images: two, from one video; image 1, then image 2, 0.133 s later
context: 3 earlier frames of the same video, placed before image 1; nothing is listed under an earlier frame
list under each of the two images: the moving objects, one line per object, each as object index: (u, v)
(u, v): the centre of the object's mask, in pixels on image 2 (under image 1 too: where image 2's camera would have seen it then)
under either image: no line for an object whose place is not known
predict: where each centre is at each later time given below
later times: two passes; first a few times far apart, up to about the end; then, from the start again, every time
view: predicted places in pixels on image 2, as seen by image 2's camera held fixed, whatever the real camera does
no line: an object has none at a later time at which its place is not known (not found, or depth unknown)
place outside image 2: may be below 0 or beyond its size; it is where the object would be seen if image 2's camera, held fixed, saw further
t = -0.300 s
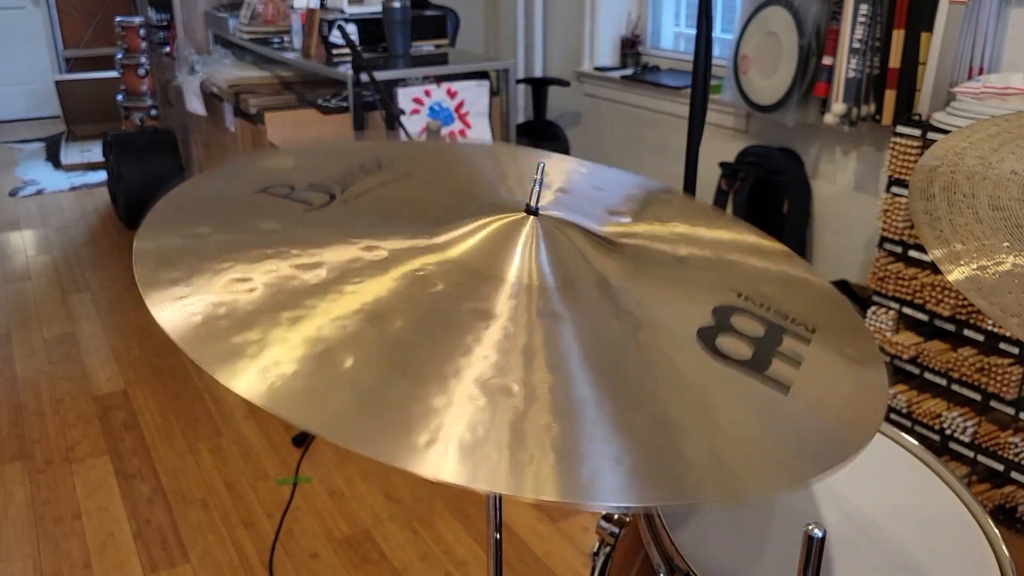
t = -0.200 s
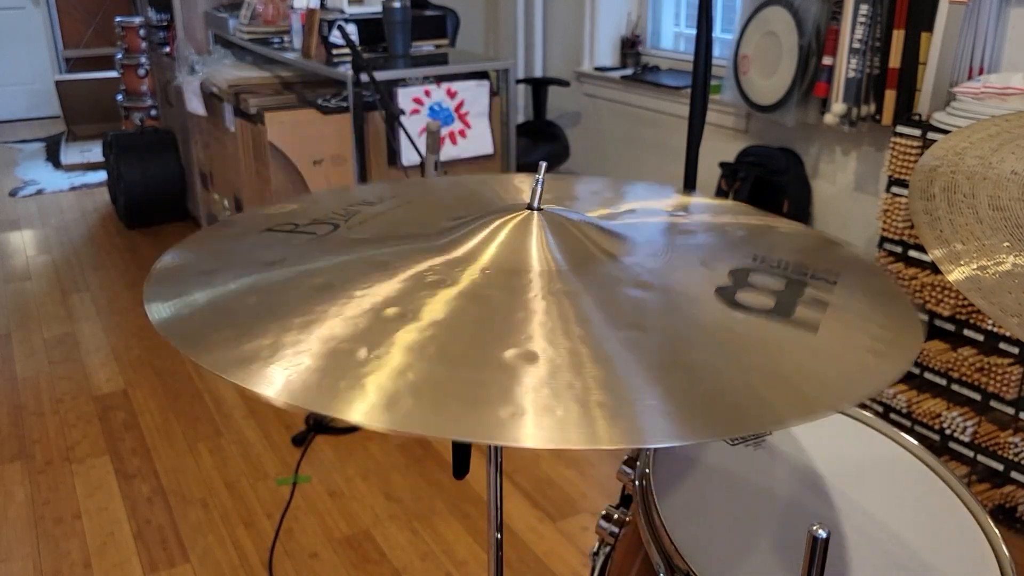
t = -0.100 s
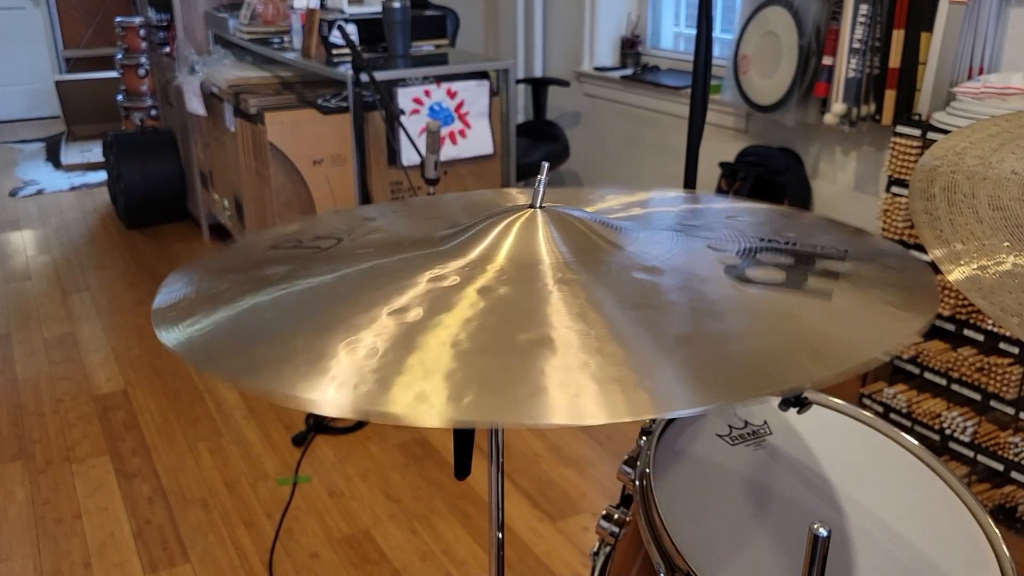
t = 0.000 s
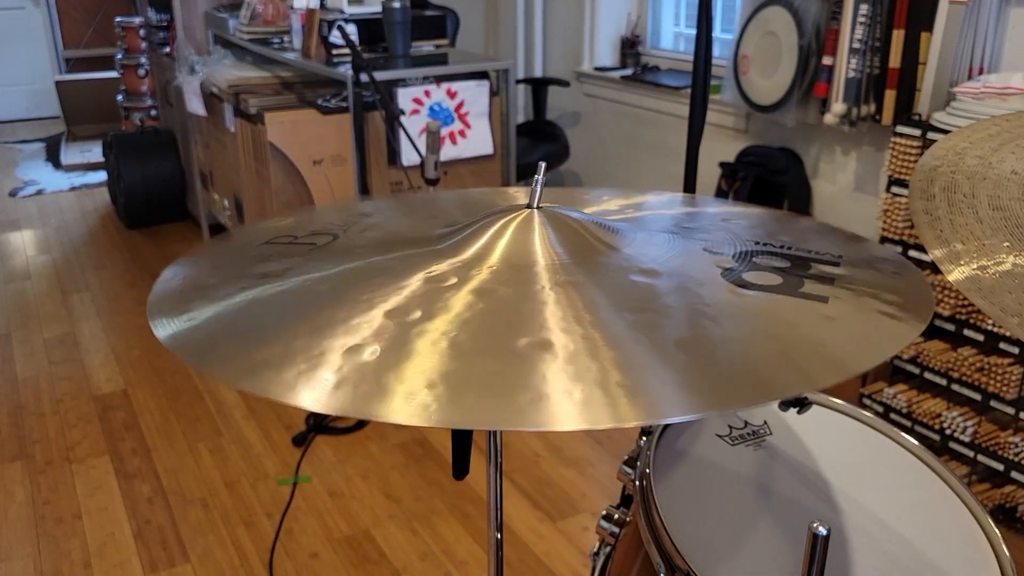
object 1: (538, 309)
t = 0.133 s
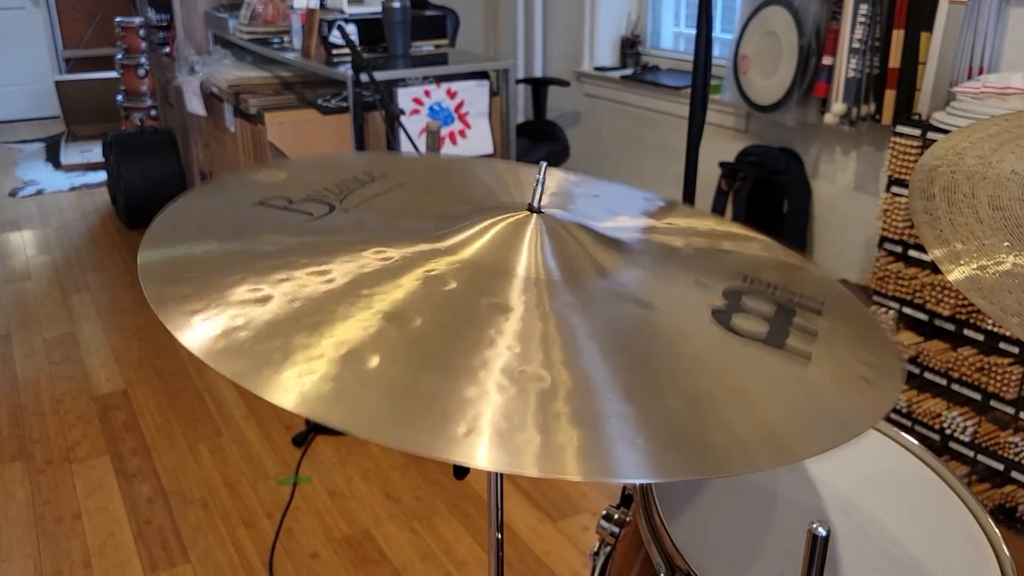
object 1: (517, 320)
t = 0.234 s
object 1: (517, 347)
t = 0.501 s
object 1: (529, 337)
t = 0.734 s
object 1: (531, 316)
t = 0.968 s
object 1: (517, 340)
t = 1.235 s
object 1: (530, 331)
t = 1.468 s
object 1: (524, 337)
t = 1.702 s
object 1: (526, 338)
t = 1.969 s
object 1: (524, 340)
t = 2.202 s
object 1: (524, 336)
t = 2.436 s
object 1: (524, 338)
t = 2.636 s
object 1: (525, 338)
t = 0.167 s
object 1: (514, 326)
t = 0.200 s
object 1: (522, 345)
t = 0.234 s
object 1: (517, 347)
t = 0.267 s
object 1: (502, 328)
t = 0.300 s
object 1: (501, 329)
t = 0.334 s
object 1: (502, 328)
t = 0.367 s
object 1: (506, 331)
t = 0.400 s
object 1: (510, 333)
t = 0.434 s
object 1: (515, 335)
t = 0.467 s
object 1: (523, 338)
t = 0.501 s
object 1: (529, 337)
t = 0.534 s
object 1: (533, 333)
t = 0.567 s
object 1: (535, 328)
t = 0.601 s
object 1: (535, 323)
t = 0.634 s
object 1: (535, 319)
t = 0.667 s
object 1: (533, 317)
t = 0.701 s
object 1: (534, 316)
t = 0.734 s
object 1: (531, 316)
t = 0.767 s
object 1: (529, 318)
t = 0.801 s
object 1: (528, 322)
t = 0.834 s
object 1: (527, 327)
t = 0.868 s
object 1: (524, 332)
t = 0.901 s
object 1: (521, 336)
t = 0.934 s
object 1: (519, 339)
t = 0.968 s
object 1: (517, 340)
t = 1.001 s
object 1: (516, 341)
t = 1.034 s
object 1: (518, 342)
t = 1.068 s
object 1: (521, 343)
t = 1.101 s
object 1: (525, 343)
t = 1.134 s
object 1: (526, 340)
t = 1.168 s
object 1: (527, 337)
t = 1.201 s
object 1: (529, 334)
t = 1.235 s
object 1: (530, 331)
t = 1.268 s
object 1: (530, 329)
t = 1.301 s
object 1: (530, 328)
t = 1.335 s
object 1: (528, 328)
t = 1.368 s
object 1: (527, 329)
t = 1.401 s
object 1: (526, 332)
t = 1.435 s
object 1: (525, 334)
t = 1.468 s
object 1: (524, 337)
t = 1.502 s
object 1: (522, 339)
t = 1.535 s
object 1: (522, 340)
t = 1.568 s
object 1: (521, 341)
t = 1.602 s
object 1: (522, 341)
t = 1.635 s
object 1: (523, 341)
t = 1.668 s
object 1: (525, 340)
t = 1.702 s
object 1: (526, 338)
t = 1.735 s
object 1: (526, 336)
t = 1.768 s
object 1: (526, 335)
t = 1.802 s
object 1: (526, 335)
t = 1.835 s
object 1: (526, 335)
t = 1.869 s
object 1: (526, 336)
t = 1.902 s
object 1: (525, 337)
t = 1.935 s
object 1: (525, 339)
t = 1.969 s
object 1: (524, 340)
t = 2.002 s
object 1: (524, 341)
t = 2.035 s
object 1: (523, 341)
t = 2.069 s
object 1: (523, 340)
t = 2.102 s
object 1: (523, 338)
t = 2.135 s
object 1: (523, 336)
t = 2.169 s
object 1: (524, 336)
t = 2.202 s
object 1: (524, 336)
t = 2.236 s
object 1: (524, 336)
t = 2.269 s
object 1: (524, 337)
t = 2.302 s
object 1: (524, 338)
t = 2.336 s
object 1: (525, 339)
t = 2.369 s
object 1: (524, 339)
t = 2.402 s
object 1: (525, 339)
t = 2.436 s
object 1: (524, 338)
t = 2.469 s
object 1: (524, 337)
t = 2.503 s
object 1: (525, 337)
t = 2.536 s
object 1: (526, 337)
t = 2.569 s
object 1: (526, 338)
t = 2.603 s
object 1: (526, 338)
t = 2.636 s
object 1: (525, 338)
